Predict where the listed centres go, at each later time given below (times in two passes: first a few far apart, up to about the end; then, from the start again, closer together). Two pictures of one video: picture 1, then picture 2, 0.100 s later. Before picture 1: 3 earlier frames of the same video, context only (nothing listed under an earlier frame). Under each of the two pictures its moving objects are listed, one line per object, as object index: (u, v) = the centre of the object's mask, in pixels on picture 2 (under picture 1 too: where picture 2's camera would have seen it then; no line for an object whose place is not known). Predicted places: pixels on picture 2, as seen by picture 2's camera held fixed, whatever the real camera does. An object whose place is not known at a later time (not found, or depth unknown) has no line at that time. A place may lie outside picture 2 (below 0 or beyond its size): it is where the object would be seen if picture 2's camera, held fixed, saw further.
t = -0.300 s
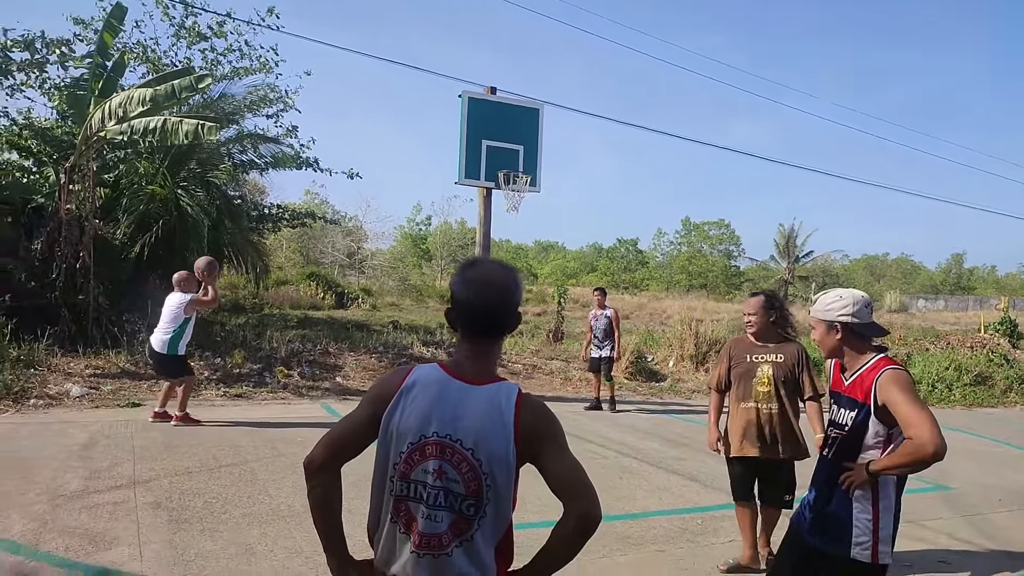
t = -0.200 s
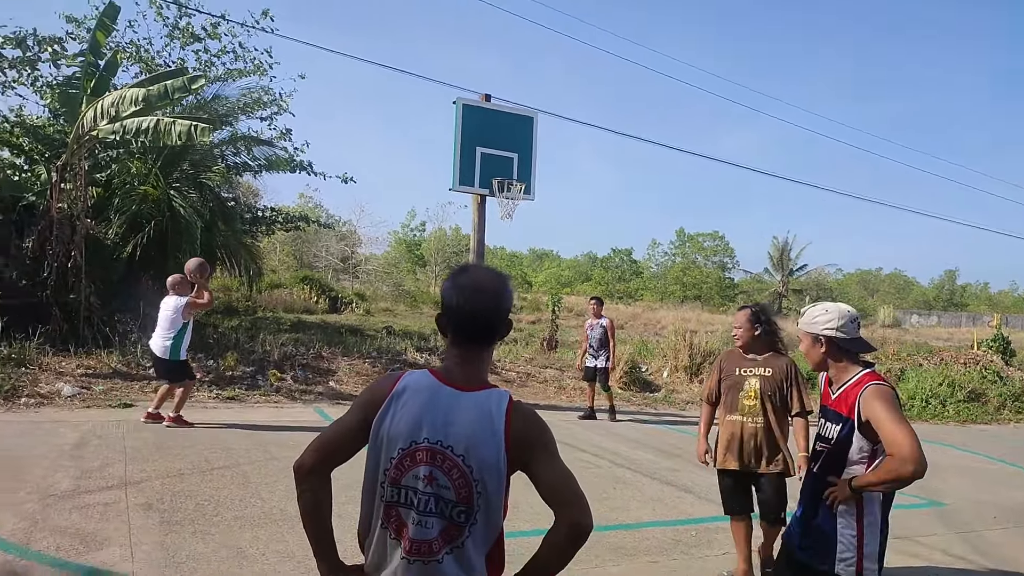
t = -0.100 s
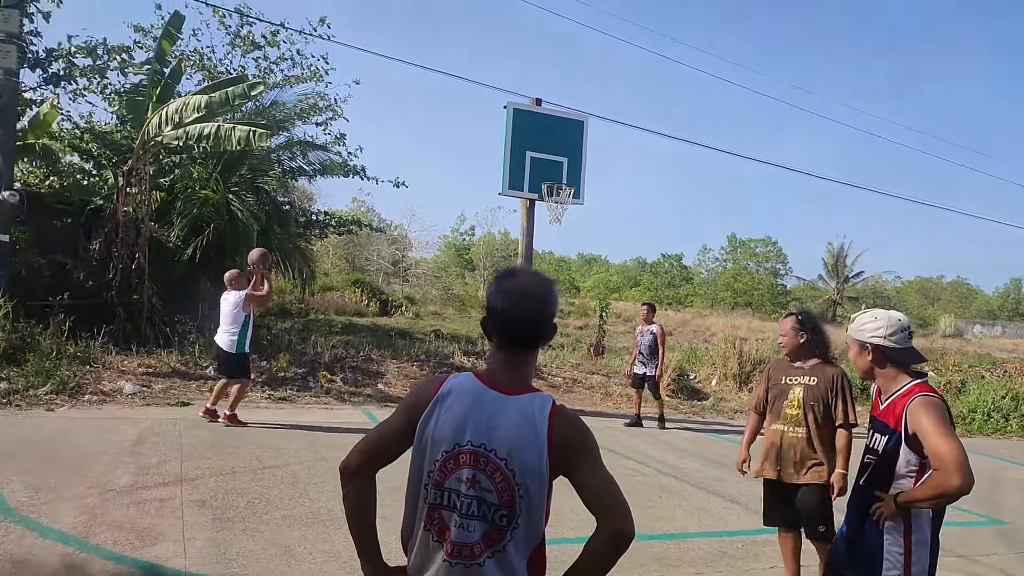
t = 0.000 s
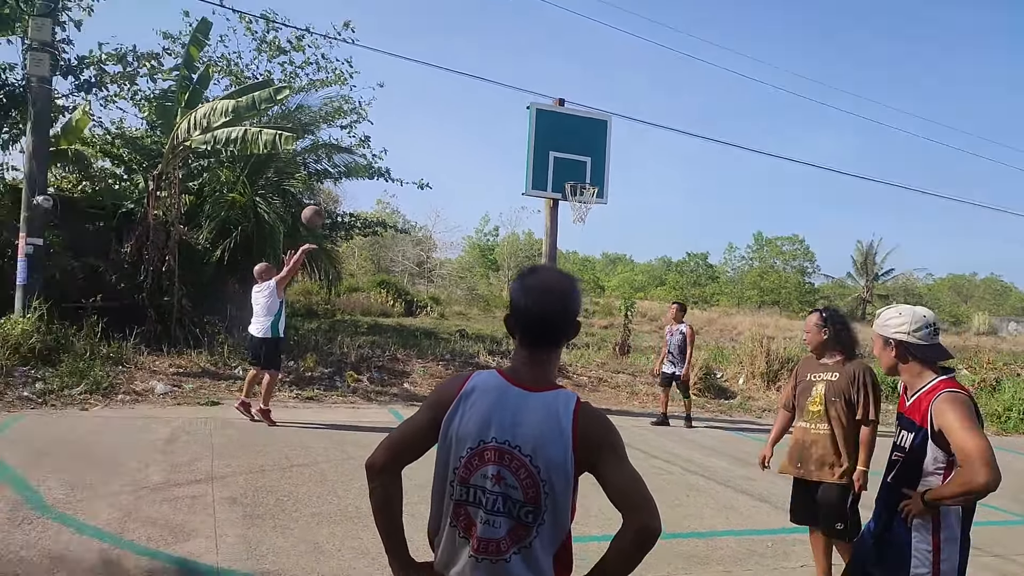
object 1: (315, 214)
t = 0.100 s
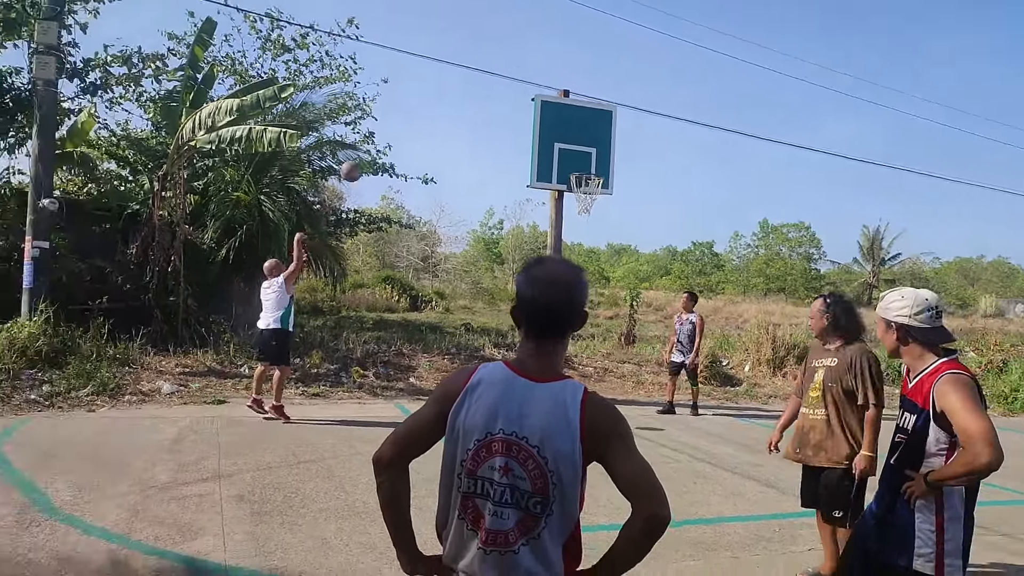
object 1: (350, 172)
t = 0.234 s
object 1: (387, 129)
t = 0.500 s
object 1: (463, 102)
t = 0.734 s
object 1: (517, 119)
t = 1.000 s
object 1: (555, 161)
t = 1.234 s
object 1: (552, 146)
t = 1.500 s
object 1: (547, 180)
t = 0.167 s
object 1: (372, 148)
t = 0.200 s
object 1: (381, 139)
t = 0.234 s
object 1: (387, 129)
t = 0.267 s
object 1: (400, 121)
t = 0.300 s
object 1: (409, 115)
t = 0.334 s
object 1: (415, 112)
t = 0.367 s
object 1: (428, 108)
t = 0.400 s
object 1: (437, 106)
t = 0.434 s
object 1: (447, 102)
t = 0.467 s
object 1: (457, 101)
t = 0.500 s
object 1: (463, 102)
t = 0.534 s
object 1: (471, 101)
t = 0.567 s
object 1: (482, 102)
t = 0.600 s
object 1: (493, 105)
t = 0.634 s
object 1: (500, 106)
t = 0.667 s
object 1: (504, 109)
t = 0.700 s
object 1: (509, 114)
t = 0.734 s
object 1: (517, 119)
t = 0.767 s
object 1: (527, 124)
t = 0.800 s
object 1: (535, 131)
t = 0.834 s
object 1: (541, 137)
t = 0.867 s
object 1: (548, 144)
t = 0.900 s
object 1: (554, 154)
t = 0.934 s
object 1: (562, 162)
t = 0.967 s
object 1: (561, 163)
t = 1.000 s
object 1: (555, 161)
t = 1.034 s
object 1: (553, 156)
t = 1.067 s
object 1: (553, 152)
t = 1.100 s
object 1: (554, 149)
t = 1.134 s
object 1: (556, 147)
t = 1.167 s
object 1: (556, 146)
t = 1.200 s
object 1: (553, 146)
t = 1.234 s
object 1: (552, 146)
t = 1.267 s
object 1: (552, 147)
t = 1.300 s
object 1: (553, 149)
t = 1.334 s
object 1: (554, 151)
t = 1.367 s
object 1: (555, 154)
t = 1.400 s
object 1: (554, 160)
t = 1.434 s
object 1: (552, 164)
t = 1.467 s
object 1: (549, 172)
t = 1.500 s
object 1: (547, 180)
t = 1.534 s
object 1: (546, 190)
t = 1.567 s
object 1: (543, 200)
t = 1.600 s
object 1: (541, 212)
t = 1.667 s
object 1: (532, 239)
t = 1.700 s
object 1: (530, 255)
